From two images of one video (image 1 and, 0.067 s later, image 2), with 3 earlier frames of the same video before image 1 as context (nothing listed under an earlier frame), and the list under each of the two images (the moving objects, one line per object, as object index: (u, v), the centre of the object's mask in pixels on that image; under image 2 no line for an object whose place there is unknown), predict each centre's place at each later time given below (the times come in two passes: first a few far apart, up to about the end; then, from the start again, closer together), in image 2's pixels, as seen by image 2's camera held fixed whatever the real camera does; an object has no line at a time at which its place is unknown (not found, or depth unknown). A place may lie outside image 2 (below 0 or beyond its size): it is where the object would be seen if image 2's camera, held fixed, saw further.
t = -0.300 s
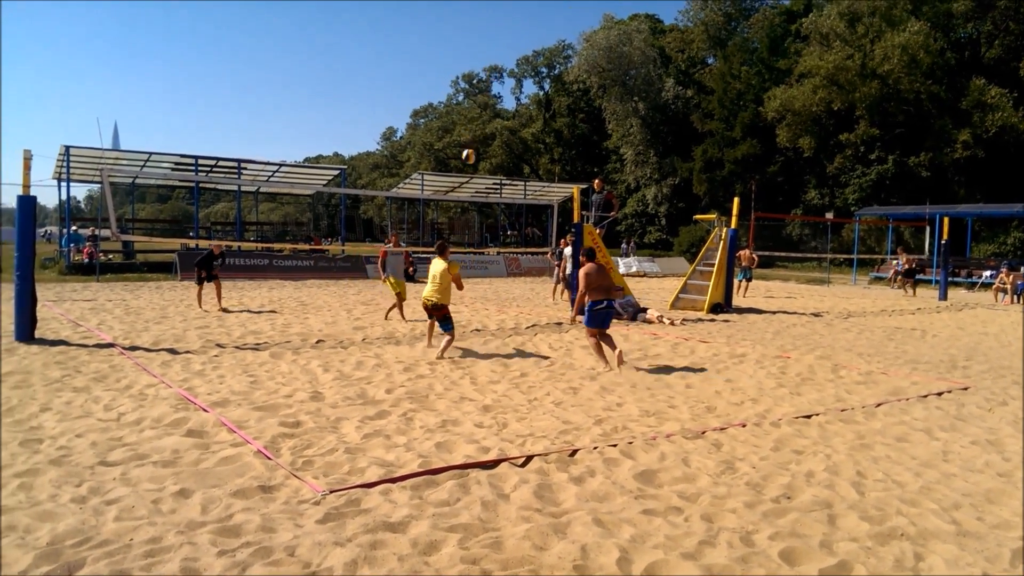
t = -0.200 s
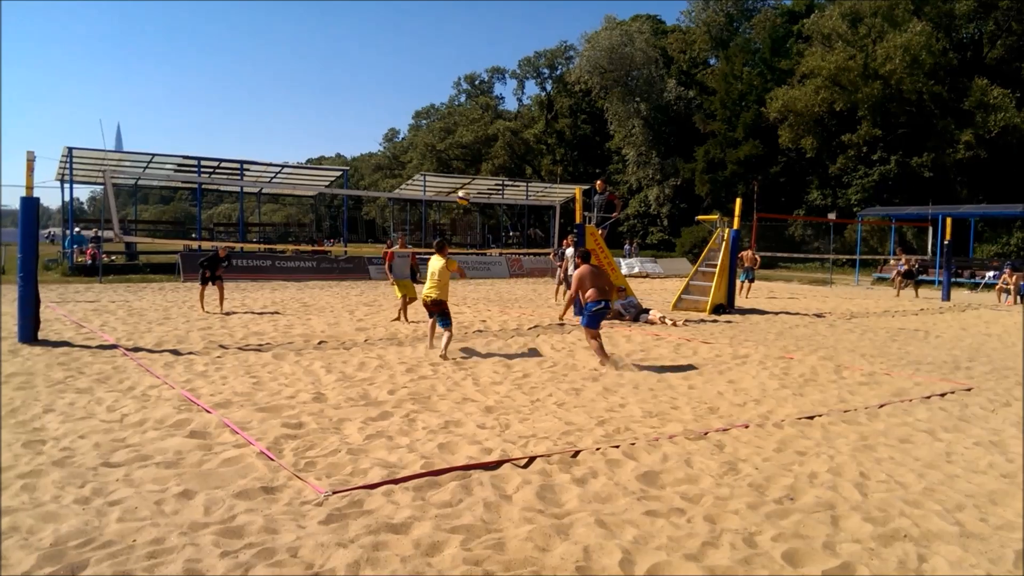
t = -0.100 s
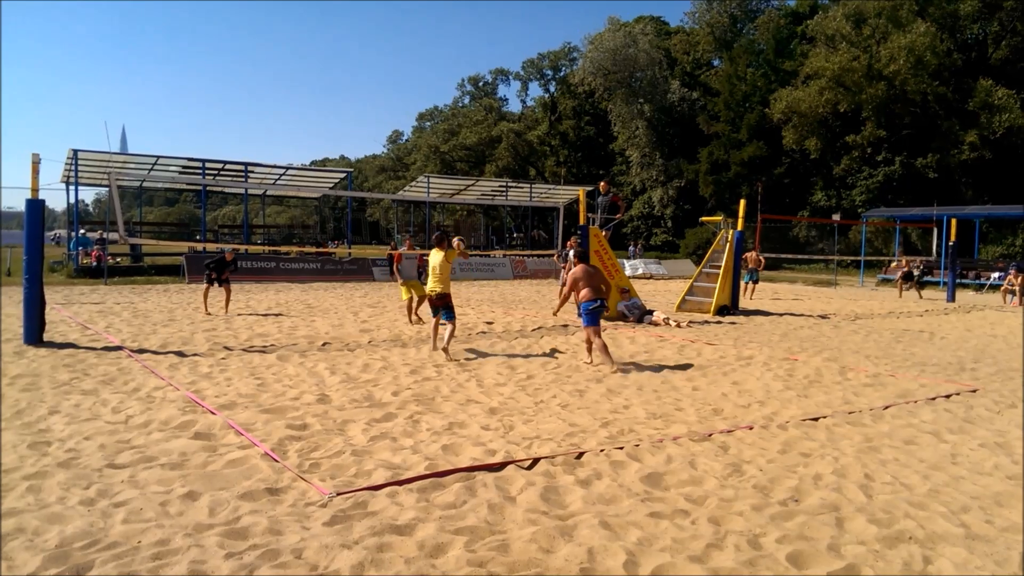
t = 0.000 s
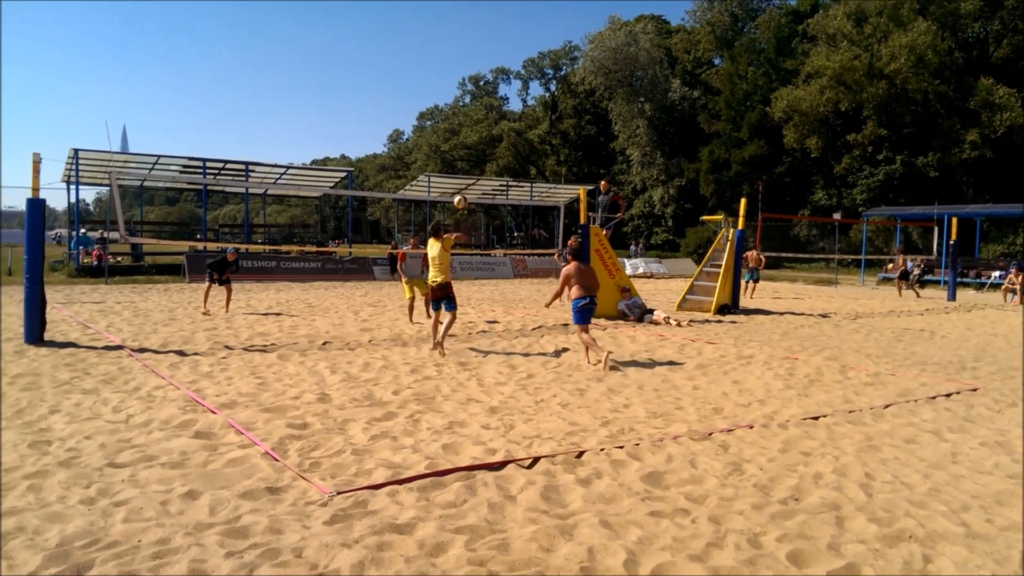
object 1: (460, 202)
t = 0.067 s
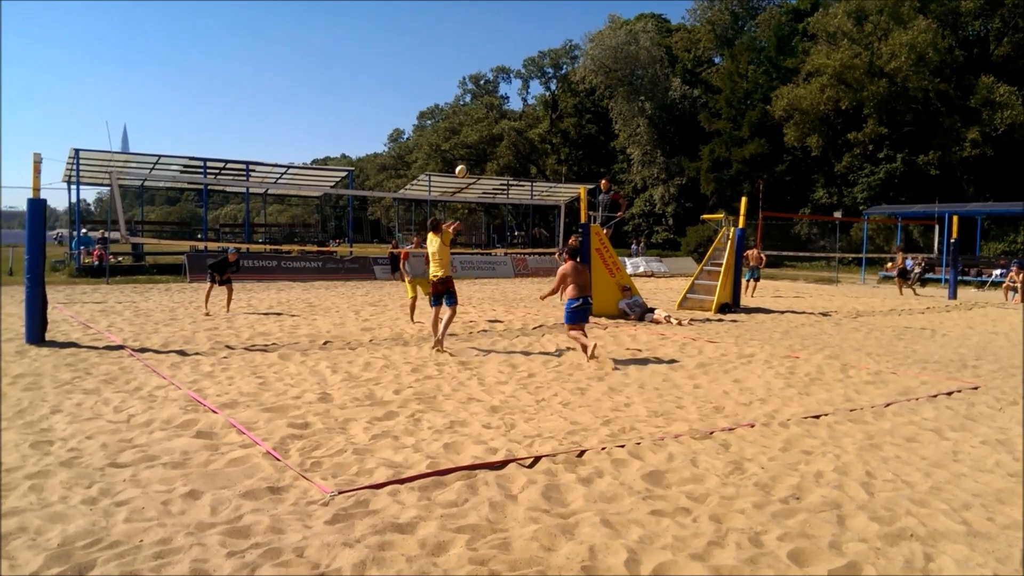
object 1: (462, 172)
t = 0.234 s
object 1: (464, 112)
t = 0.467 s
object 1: (468, 57)
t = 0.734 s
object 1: (473, 37)
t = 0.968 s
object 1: (476, 54)
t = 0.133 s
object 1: (463, 146)
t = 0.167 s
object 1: (463, 134)
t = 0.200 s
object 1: (465, 123)
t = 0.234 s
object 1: (464, 112)
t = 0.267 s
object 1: (466, 102)
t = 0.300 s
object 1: (466, 93)
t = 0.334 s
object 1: (466, 85)
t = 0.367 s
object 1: (467, 77)
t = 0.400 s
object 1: (467, 70)
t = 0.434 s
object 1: (468, 63)
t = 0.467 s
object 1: (468, 57)
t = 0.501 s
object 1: (469, 52)
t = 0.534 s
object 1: (470, 48)
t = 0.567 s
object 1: (470, 45)
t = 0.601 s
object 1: (471, 42)
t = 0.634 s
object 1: (471, 40)
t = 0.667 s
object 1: (472, 38)
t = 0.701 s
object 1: (472, 37)
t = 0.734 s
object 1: (473, 37)
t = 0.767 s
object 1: (473, 38)
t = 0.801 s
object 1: (473, 39)
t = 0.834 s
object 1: (474, 40)
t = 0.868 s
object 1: (475, 43)
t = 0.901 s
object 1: (475, 46)
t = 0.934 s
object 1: (475, 50)
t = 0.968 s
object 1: (476, 54)
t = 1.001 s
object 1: (476, 59)
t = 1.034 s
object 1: (476, 65)
